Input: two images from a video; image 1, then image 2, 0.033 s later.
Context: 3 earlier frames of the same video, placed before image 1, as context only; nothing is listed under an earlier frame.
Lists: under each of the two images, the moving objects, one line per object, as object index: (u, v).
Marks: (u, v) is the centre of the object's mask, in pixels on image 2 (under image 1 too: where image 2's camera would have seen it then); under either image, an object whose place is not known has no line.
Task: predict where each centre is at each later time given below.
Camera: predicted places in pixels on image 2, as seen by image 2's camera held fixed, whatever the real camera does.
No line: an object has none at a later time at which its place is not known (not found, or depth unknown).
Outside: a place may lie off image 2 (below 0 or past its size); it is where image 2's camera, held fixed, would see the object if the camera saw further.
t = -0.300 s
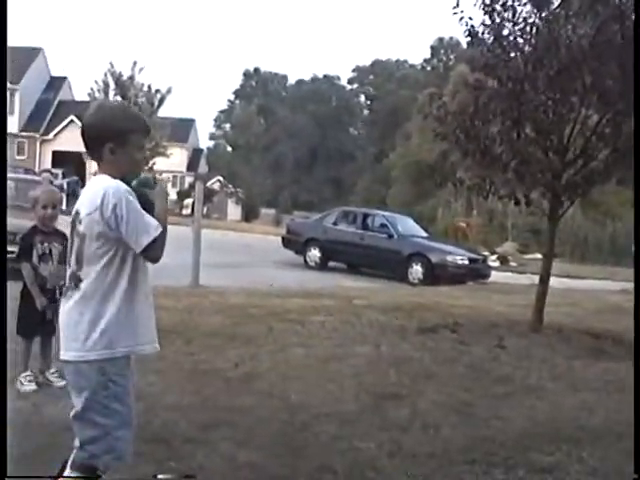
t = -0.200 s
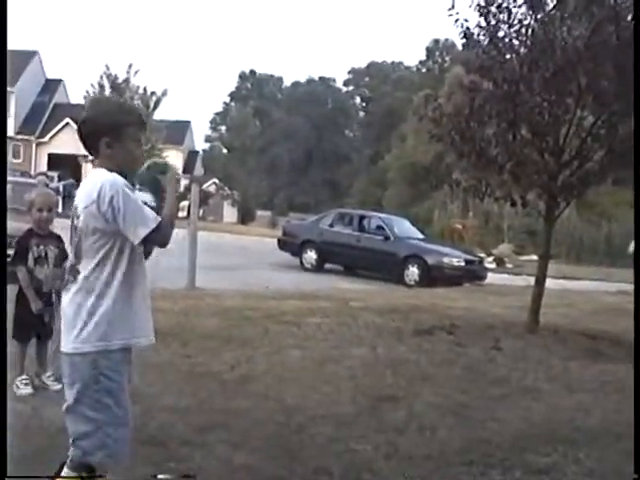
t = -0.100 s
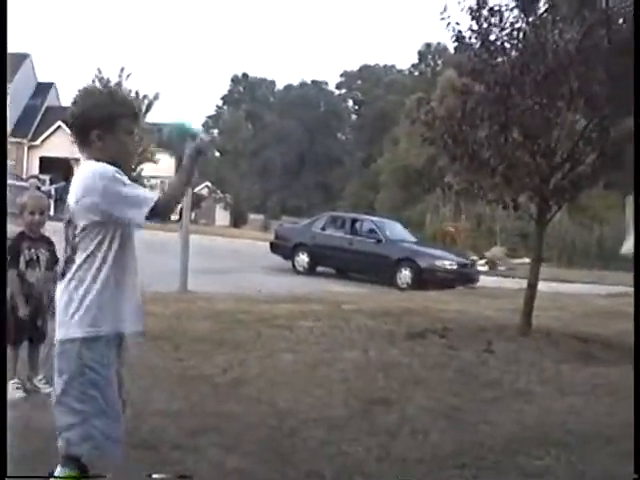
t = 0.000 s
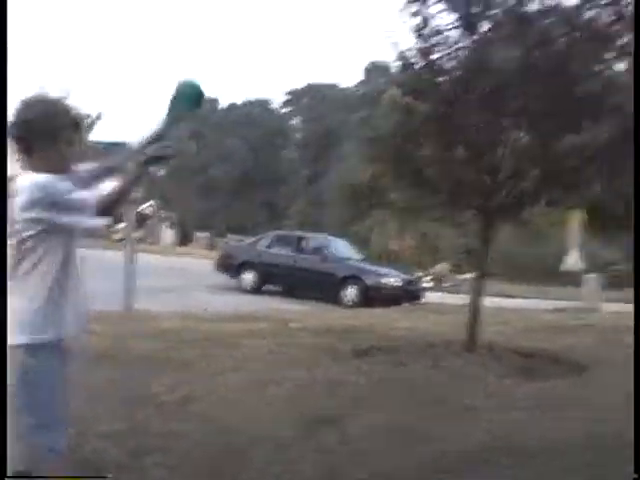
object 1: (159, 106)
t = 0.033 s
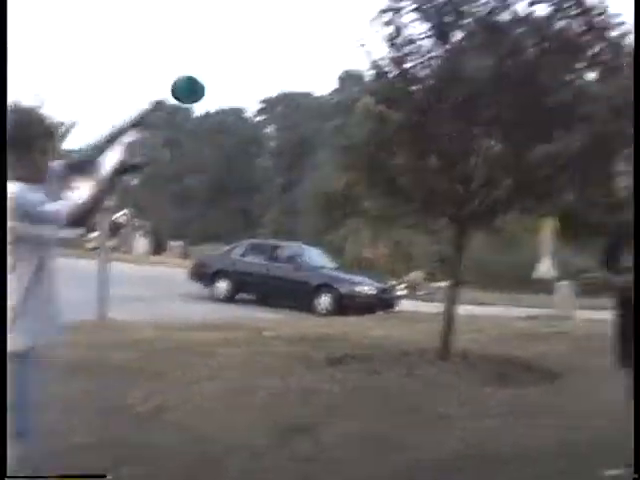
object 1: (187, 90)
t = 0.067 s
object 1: (213, 78)
